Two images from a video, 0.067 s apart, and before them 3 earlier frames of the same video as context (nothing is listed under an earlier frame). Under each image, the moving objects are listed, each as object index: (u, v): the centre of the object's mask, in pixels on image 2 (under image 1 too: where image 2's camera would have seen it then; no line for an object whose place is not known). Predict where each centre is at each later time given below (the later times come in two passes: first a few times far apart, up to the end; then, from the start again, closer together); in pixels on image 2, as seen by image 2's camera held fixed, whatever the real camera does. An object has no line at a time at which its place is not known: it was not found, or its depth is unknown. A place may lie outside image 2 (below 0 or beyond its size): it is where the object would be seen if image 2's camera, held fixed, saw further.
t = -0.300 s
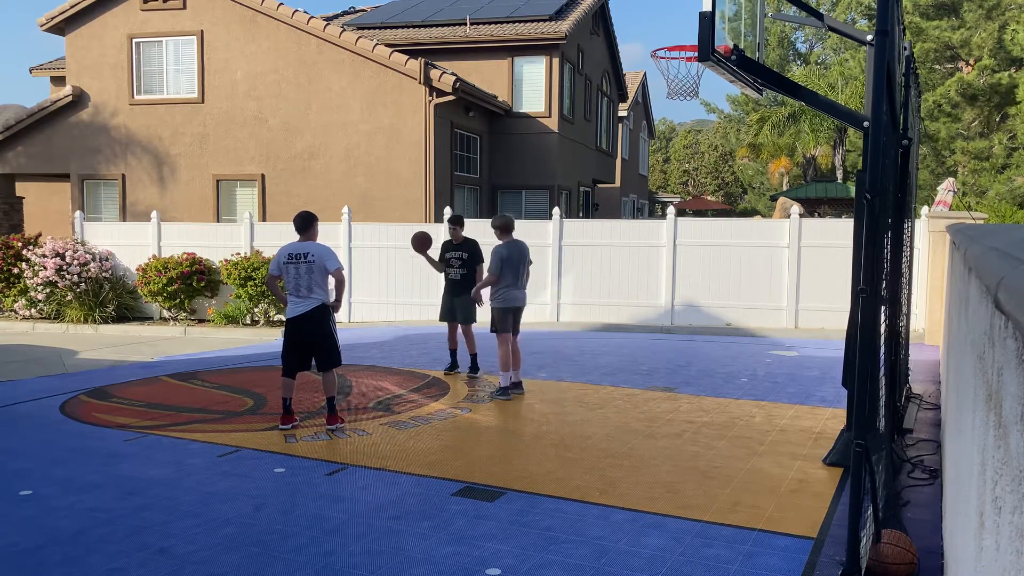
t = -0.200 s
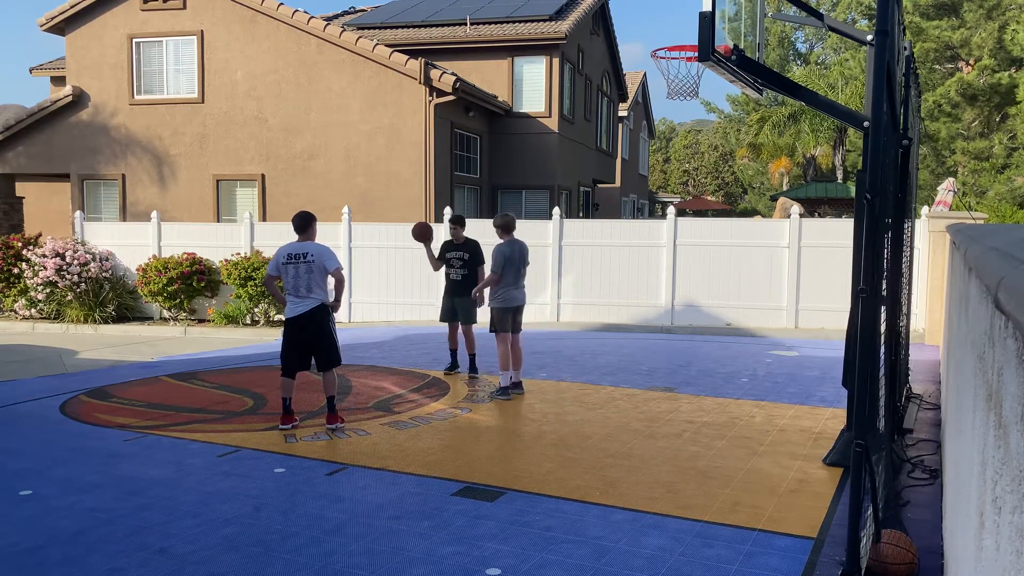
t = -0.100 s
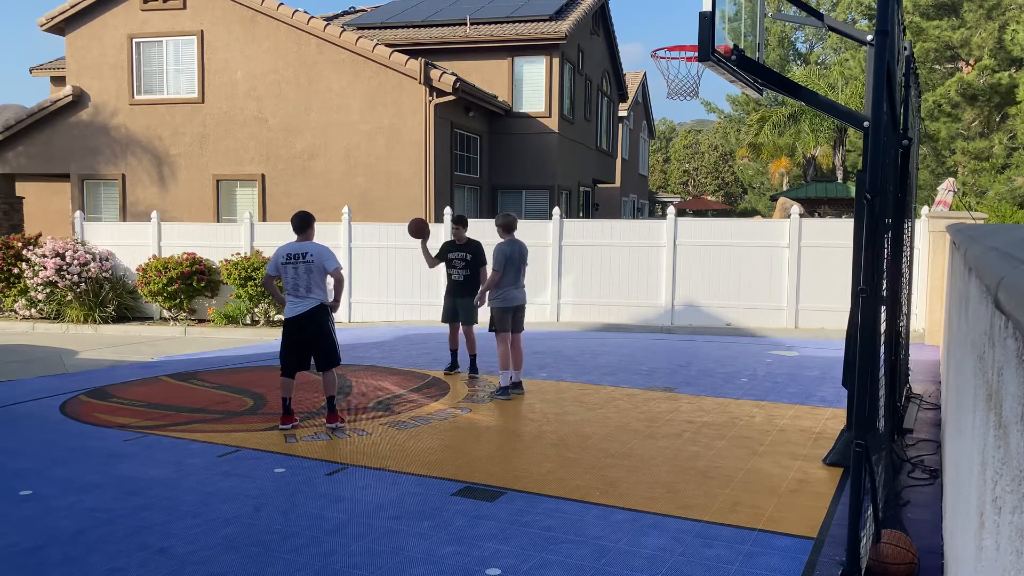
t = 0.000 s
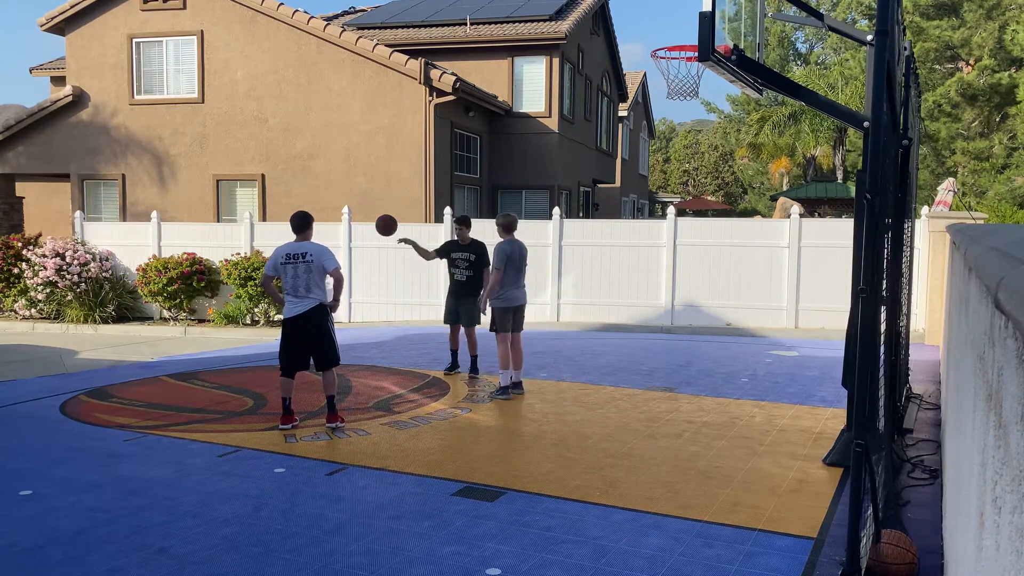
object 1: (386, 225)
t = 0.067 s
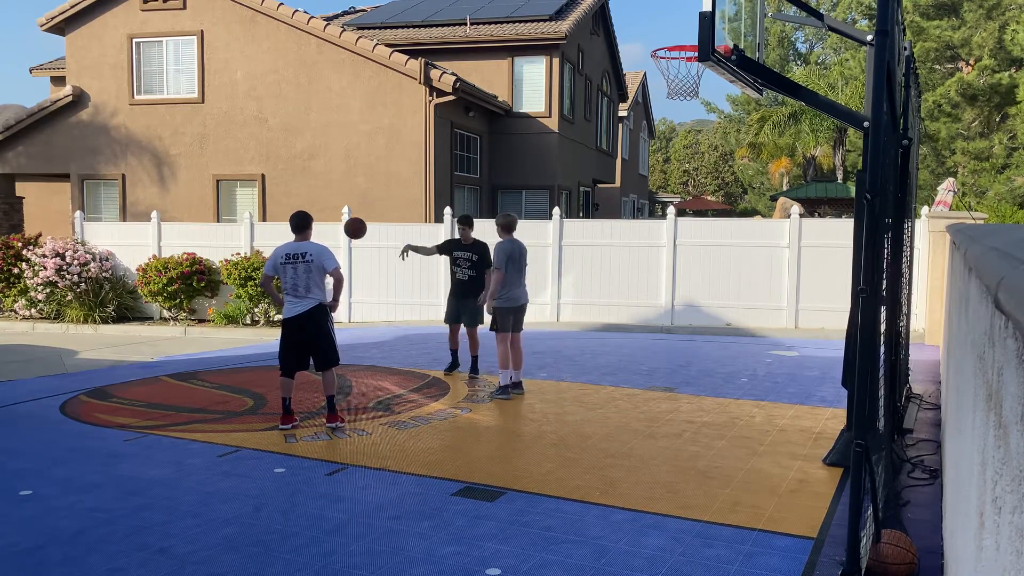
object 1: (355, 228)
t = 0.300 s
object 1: (236, 273)
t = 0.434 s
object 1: (163, 326)
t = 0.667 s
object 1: (56, 355)
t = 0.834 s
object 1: (6, 310)
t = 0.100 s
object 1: (339, 231)
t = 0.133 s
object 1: (323, 235)
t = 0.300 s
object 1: (236, 273)
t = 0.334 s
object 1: (220, 285)
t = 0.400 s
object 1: (181, 310)
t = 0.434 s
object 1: (163, 326)
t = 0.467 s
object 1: (144, 342)
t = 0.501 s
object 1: (125, 361)
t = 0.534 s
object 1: (106, 380)
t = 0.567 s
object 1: (88, 396)
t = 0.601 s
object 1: (77, 381)
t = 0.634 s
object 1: (67, 367)
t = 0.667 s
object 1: (56, 355)
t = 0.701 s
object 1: (45, 344)
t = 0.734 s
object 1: (34, 333)
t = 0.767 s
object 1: (22, 324)
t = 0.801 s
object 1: (12, 316)
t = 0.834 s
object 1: (6, 310)
